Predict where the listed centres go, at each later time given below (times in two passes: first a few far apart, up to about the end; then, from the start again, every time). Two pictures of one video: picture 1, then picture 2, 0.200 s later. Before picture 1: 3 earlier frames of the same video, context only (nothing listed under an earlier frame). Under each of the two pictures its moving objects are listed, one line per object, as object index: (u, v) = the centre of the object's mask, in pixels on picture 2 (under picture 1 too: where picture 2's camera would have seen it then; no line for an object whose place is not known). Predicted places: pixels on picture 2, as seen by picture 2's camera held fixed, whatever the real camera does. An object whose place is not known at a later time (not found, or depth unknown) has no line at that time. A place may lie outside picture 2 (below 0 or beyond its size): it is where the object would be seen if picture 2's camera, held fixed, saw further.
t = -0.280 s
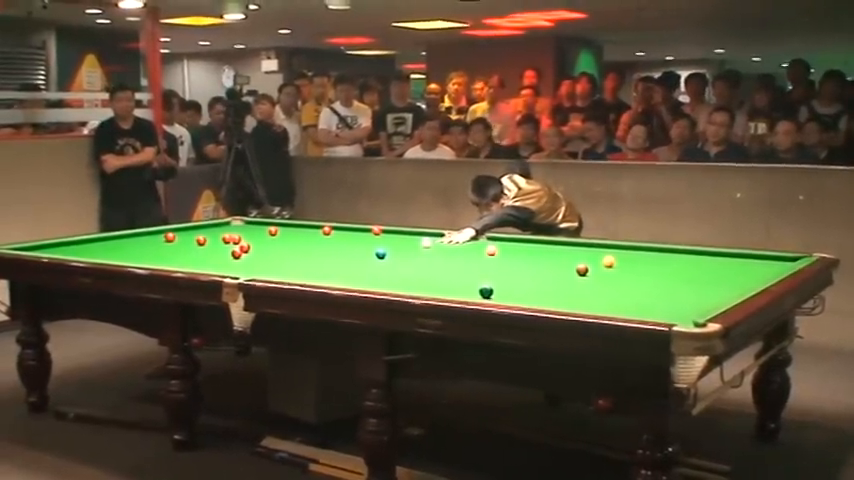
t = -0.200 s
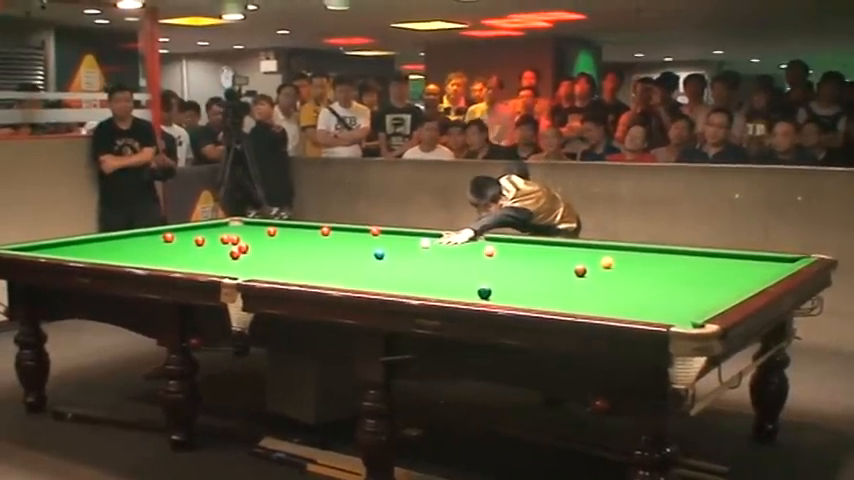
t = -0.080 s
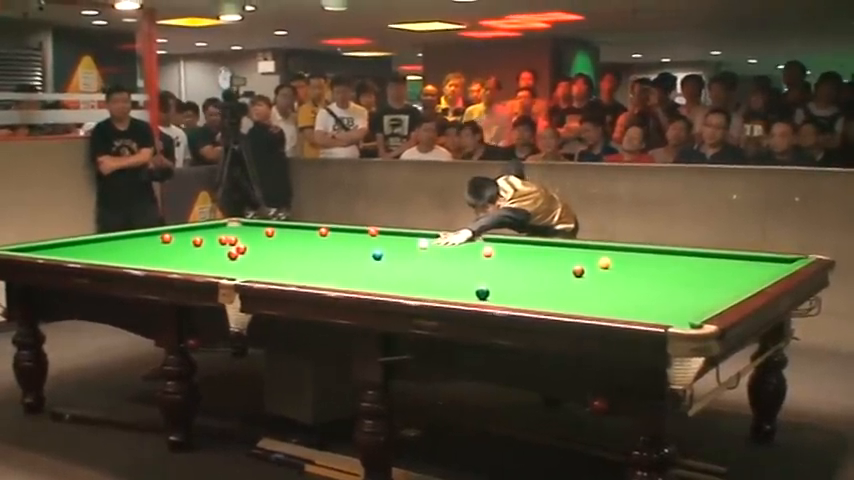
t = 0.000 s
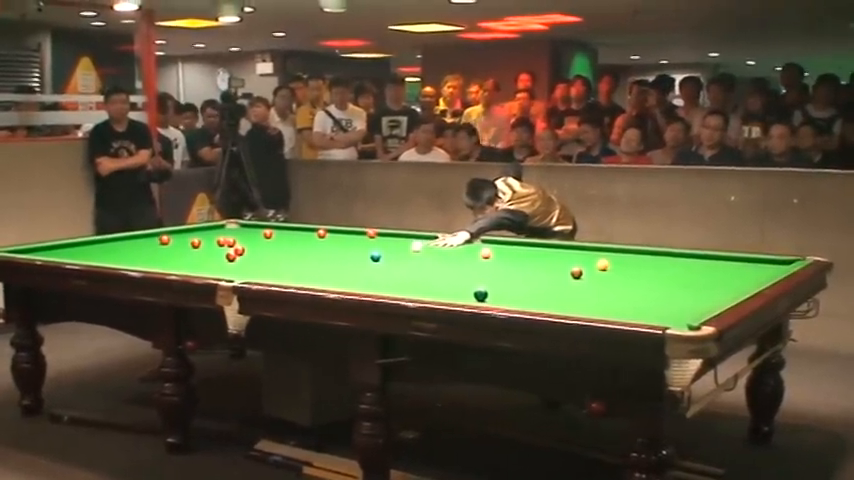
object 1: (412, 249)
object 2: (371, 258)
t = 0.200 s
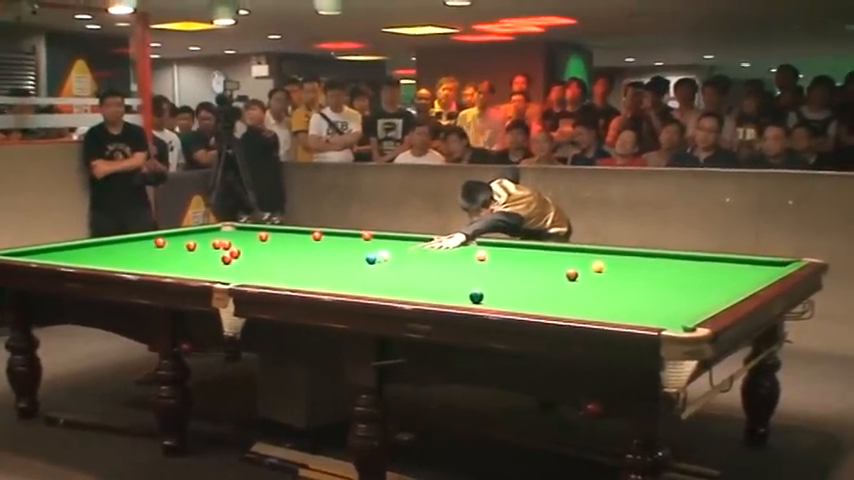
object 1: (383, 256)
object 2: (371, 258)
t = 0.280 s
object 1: (377, 258)
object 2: (365, 259)
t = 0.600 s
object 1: (375, 260)
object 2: (329, 266)
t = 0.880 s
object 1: (371, 262)
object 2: (298, 272)
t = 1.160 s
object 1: (368, 264)
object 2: (266, 278)
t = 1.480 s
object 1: (364, 267)
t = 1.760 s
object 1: (361, 268)
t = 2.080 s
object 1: (358, 270)
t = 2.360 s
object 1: (355, 271)
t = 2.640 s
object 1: (354, 273)
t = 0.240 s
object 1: (379, 257)
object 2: (371, 258)
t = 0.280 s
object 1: (377, 258)
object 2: (365, 259)
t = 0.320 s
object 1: (378, 258)
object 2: (360, 261)
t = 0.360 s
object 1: (378, 258)
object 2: (355, 261)
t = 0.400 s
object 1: (377, 258)
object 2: (350, 262)
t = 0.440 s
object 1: (377, 258)
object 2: (346, 263)
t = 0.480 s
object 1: (376, 258)
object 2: (341, 264)
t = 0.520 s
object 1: (376, 259)
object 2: (337, 265)
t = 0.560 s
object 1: (375, 260)
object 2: (333, 265)
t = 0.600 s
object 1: (375, 260)
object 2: (329, 266)
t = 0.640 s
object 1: (374, 260)
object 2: (324, 267)
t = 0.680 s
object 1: (374, 260)
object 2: (320, 268)
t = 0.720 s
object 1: (373, 260)
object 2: (315, 269)
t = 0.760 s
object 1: (373, 261)
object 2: (311, 270)
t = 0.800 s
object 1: (372, 261)
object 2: (306, 271)
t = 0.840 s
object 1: (372, 261)
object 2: (302, 271)
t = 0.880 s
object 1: (371, 262)
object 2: (298, 272)
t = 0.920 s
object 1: (371, 262)
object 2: (293, 273)
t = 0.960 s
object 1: (370, 262)
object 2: (289, 274)
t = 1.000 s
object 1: (370, 263)
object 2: (284, 275)
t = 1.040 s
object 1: (369, 263)
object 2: (280, 276)
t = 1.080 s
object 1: (368, 264)
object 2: (275, 277)
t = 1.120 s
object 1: (368, 264)
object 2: (271, 277)
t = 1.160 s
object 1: (368, 264)
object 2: (266, 278)
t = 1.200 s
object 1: (367, 264)
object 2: (261, 278)
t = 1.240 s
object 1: (367, 265)
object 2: (256, 279)
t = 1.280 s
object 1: (366, 265)
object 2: (251, 279)
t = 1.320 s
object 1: (366, 265)
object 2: (246, 280)
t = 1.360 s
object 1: (366, 265)
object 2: (241, 281)
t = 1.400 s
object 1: (365, 266)
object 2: (233, 283)
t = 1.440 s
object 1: (365, 266)
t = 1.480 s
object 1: (364, 267)
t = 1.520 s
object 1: (364, 267)
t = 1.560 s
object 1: (364, 267)
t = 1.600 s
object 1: (363, 267)
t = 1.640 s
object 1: (363, 267)
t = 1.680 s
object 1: (362, 268)
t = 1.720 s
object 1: (362, 268)
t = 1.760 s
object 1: (361, 268)
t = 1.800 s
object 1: (361, 268)
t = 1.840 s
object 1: (360, 268)
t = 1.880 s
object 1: (360, 269)
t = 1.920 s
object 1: (359, 269)
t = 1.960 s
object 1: (359, 269)
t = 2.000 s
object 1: (359, 270)
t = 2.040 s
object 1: (358, 270)
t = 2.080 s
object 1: (358, 270)
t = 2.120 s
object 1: (358, 270)
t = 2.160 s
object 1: (357, 270)
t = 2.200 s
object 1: (357, 270)
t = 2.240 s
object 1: (357, 270)
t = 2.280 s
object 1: (356, 271)
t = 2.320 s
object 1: (356, 271)
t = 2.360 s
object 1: (355, 271)
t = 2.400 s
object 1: (355, 271)
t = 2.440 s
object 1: (355, 272)
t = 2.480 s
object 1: (354, 272)
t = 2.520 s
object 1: (354, 272)
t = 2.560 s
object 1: (354, 273)
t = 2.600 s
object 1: (354, 273)
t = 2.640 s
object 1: (354, 273)
